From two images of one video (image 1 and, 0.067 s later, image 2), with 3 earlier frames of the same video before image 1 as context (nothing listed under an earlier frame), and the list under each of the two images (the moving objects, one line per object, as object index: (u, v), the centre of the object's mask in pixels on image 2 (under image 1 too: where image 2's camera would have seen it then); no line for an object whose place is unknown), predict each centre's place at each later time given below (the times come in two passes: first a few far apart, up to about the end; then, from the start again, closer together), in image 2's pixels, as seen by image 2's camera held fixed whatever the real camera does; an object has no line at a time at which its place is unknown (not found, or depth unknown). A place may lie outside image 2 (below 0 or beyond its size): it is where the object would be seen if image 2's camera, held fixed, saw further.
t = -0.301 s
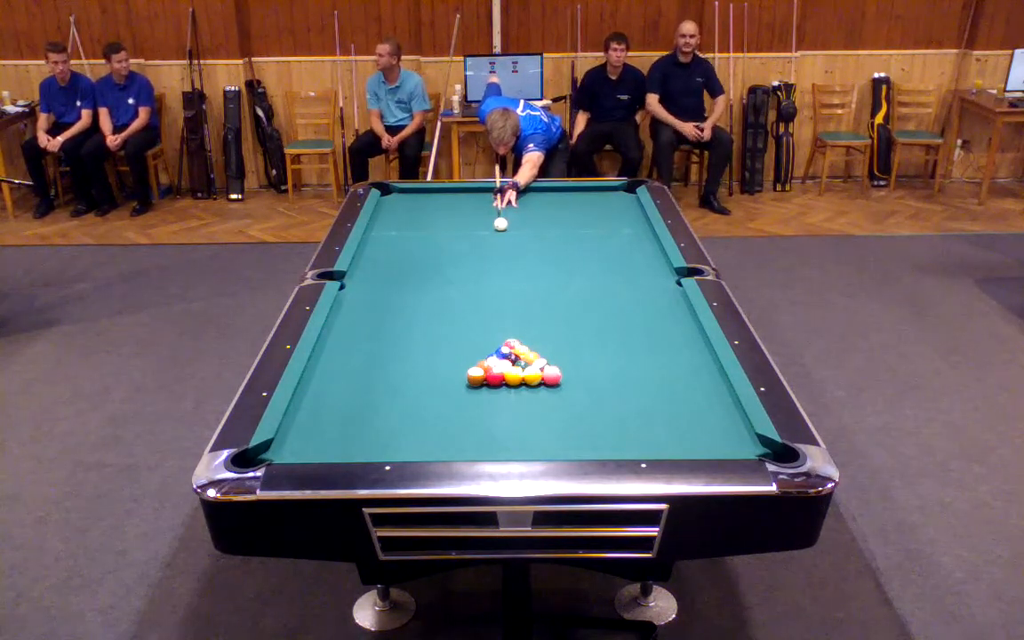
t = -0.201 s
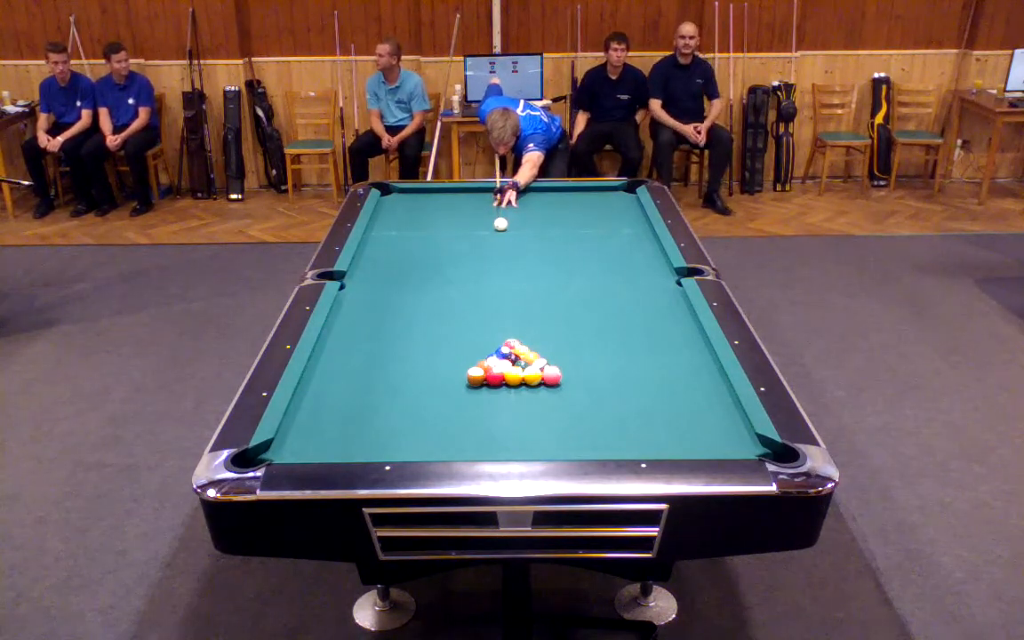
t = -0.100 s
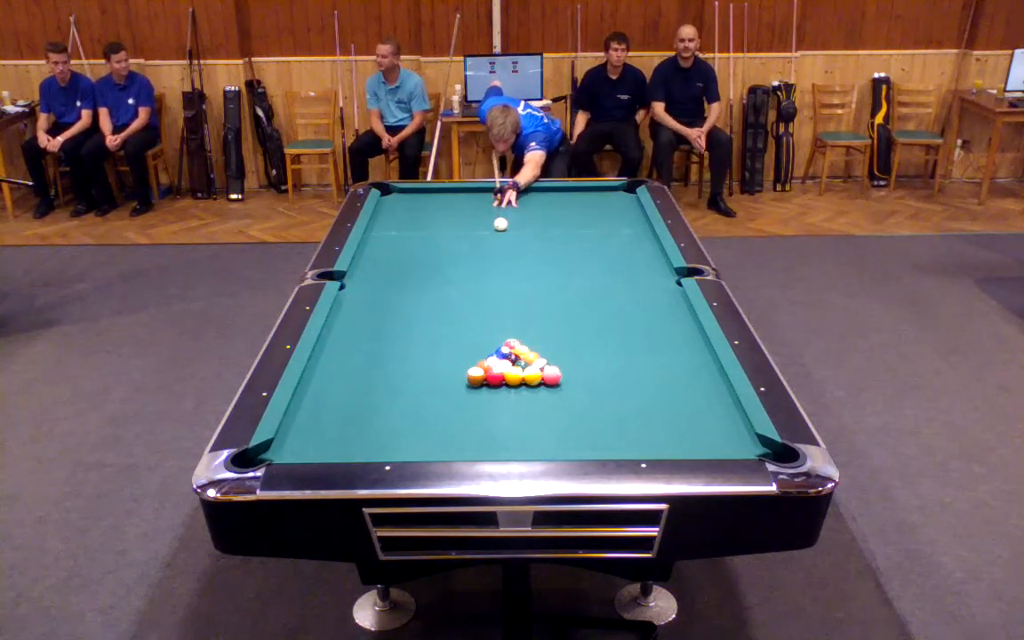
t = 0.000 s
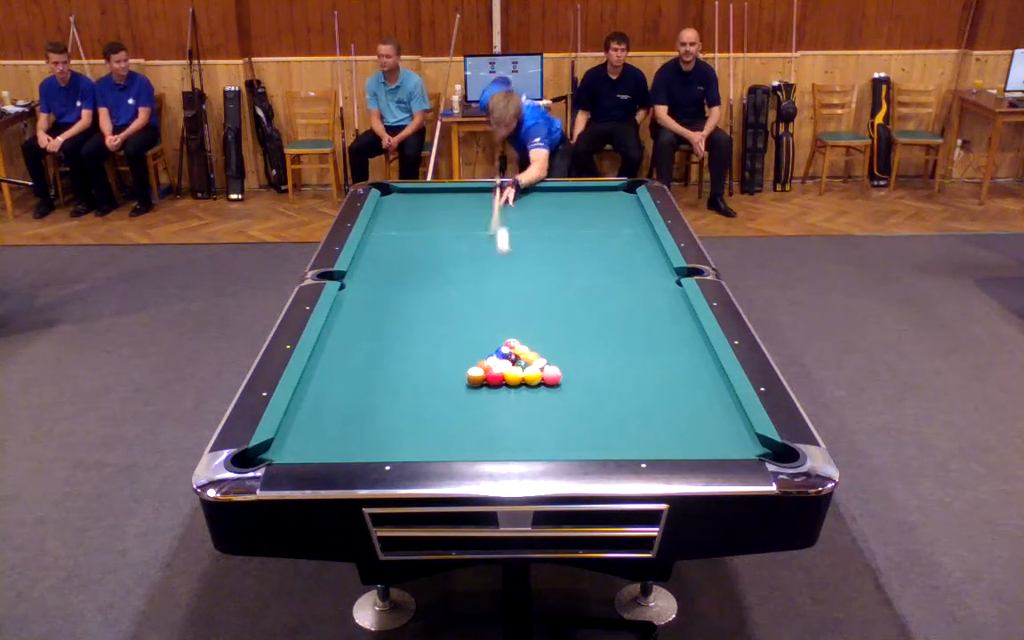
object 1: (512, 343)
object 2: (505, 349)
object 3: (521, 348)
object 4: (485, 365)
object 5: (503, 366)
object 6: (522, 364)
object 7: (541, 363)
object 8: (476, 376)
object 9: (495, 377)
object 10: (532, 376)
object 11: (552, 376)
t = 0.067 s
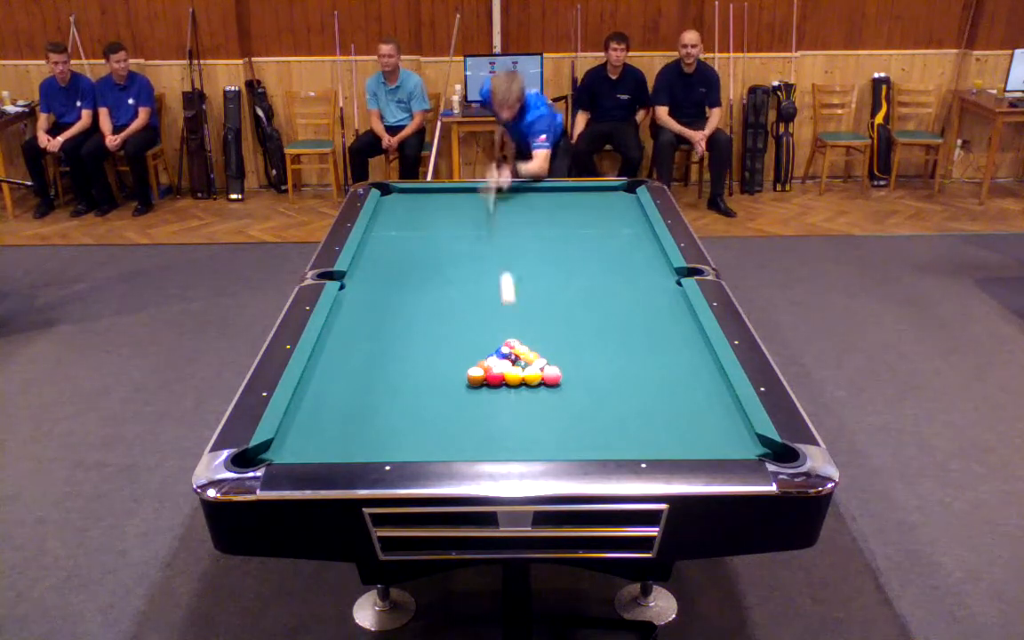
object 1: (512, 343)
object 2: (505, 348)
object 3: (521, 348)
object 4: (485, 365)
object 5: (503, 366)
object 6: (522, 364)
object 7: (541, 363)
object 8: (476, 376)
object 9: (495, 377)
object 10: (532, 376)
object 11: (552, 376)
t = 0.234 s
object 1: (507, 340)
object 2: (484, 346)
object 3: (536, 345)
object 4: (458, 371)
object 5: (499, 371)
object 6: (524, 369)
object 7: (552, 374)
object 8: (389, 439)
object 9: (493, 407)
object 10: (561, 397)
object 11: (638, 435)
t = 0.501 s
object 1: (498, 327)
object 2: (447, 332)
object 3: (566, 333)
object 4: (406, 374)
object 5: (491, 375)
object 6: (525, 369)
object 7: (575, 385)
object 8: (320, 378)
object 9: (489, 435)
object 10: (621, 440)
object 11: (692, 379)
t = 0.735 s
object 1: (490, 316)
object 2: (418, 318)
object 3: (589, 323)
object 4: (361, 376)
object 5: (485, 378)
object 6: (525, 369)
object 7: (594, 395)
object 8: (353, 332)
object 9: (488, 405)
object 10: (647, 428)
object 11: (684, 334)
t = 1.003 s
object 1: (483, 304)
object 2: (389, 306)
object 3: (613, 311)
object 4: (311, 379)
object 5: (475, 371)
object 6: (525, 368)
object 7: (617, 405)
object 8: (397, 291)
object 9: (492, 386)
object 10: (667, 403)
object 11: (641, 294)
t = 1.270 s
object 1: (477, 294)
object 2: (363, 295)
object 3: (635, 302)
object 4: (335, 377)
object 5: (461, 356)
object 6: (524, 368)
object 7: (638, 415)
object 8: (431, 258)
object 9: (501, 380)
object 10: (684, 382)
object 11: (607, 263)
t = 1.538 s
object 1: (471, 286)
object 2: (352, 285)
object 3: (654, 293)
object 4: (358, 375)
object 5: (448, 344)
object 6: (516, 363)
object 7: (658, 424)
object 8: (461, 230)
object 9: (509, 374)
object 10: (692, 376)
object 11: (578, 237)
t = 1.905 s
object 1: (463, 275)
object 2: (373, 276)
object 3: (670, 283)
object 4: (388, 372)
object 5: (434, 328)
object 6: (503, 359)
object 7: (684, 434)
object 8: (492, 200)
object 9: (515, 370)
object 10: (689, 388)
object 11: (545, 207)
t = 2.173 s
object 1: (459, 268)
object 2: (385, 270)
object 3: (660, 278)
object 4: (406, 370)
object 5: (425, 319)
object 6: (498, 358)
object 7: (703, 441)
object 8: (518, 194)
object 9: (517, 369)
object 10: (687, 397)
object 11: (527, 189)
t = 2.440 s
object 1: (456, 262)
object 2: (396, 265)
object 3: (650, 275)
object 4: (424, 369)
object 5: (417, 310)
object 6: (492, 354)
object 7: (717, 443)
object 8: (552, 203)
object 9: (517, 368)
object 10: (685, 404)
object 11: (497, 199)
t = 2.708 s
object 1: (453, 257)
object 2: (406, 261)
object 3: (642, 272)
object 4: (438, 367)
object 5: (410, 302)
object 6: (488, 353)
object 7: (722, 443)
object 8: (588, 214)
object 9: (517, 368)
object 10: (683, 410)
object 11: (467, 209)
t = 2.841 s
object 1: (452, 254)
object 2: (411, 258)
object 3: (639, 270)
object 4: (446, 367)
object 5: (407, 299)
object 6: (486, 352)
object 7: (725, 441)
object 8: (606, 220)
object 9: (517, 368)
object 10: (682, 413)
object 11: (452, 214)
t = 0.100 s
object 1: (512, 343)
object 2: (505, 348)
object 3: (520, 348)
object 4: (486, 365)
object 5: (503, 366)
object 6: (522, 364)
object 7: (541, 363)
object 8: (476, 376)
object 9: (495, 377)
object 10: (532, 376)
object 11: (552, 376)
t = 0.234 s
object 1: (507, 340)
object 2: (484, 346)
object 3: (536, 345)
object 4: (458, 371)
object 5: (499, 371)
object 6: (524, 369)
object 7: (552, 374)
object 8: (389, 439)
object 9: (493, 407)
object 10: (561, 397)
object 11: (638, 435)
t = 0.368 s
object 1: (502, 334)
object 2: (465, 339)
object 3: (551, 339)
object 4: (432, 372)
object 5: (495, 373)
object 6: (525, 369)
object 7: (563, 380)
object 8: (344, 412)
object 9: (490, 439)
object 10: (589, 418)
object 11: (677, 412)
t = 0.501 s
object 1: (498, 327)
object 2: (447, 332)
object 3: (566, 333)
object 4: (406, 374)
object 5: (491, 375)
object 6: (525, 369)
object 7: (575, 385)
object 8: (320, 378)
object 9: (489, 435)
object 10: (621, 440)
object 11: (692, 379)
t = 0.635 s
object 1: (493, 320)
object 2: (430, 324)
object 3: (579, 327)
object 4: (380, 375)
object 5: (487, 377)
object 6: (525, 369)
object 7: (585, 390)
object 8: (334, 350)
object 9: (488, 417)
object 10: (638, 437)
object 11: (704, 350)
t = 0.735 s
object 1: (490, 316)
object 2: (418, 318)
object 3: (589, 323)
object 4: (361, 376)
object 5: (485, 378)
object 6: (525, 369)
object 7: (594, 395)
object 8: (353, 332)
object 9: (488, 405)
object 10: (647, 428)
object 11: (684, 334)
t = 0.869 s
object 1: (487, 310)
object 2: (403, 312)
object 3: (601, 317)
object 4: (336, 378)
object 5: (482, 377)
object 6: (525, 369)
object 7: (606, 400)
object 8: (375, 310)
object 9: (487, 391)
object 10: (657, 415)
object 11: (662, 313)
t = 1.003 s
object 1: (483, 304)
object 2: (389, 306)
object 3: (613, 311)
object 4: (311, 379)
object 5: (475, 371)
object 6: (525, 368)
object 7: (617, 405)
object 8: (397, 291)
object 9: (492, 386)
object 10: (667, 403)
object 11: (641, 294)
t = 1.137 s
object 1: (479, 299)
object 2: (375, 301)
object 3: (624, 306)
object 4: (321, 378)
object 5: (467, 363)
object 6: (525, 369)
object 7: (627, 411)
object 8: (415, 274)
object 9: (496, 383)
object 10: (676, 393)
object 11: (623, 278)
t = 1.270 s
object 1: (477, 294)
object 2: (363, 295)
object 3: (635, 302)
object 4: (335, 377)
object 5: (461, 356)
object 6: (524, 368)
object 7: (638, 415)
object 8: (431, 258)
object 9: (501, 380)
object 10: (684, 382)
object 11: (607, 263)
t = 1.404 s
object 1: (473, 290)
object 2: (350, 288)
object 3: (645, 297)
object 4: (346, 376)
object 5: (455, 350)
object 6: (520, 367)
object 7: (649, 420)
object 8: (446, 243)
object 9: (505, 376)
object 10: (692, 373)
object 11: (591, 249)
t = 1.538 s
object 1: (471, 286)
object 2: (352, 285)
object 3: (654, 293)
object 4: (358, 375)
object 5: (448, 344)
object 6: (516, 363)
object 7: (658, 424)
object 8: (461, 230)
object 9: (509, 374)
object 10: (692, 376)
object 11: (578, 237)
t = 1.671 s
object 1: (468, 281)
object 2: (361, 282)
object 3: (663, 289)
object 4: (369, 374)
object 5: (443, 338)
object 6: (511, 359)
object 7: (669, 428)
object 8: (473, 218)
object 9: (511, 373)
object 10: (691, 380)
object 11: (565, 225)
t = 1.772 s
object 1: (466, 279)
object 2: (365, 279)
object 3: (670, 286)
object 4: (377, 373)
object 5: (439, 334)
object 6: (507, 359)
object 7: (676, 432)
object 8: (481, 210)
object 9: (512, 372)
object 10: (690, 384)
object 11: (556, 217)
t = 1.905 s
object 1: (463, 275)
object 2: (373, 276)
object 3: (670, 283)
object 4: (388, 372)
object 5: (434, 328)
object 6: (503, 359)
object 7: (684, 434)
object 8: (492, 200)
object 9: (515, 370)
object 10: (689, 388)
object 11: (545, 207)
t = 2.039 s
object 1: (462, 271)
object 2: (379, 273)
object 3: (665, 280)
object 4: (397, 371)
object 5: (429, 323)
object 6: (501, 358)
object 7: (694, 438)
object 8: (502, 190)
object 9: (516, 369)
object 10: (688, 392)
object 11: (535, 198)
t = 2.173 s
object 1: (459, 268)
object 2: (385, 270)
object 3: (660, 278)
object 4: (406, 370)
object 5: (425, 319)
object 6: (498, 358)
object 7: (703, 441)
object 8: (518, 194)
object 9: (517, 369)
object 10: (687, 397)
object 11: (527, 189)
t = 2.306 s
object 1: (457, 265)
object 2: (391, 268)
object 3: (655, 276)
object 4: (415, 369)
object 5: (421, 314)
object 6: (496, 356)
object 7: (712, 443)
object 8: (535, 199)
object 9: (517, 368)
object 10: (686, 400)
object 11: (512, 194)
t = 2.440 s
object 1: (456, 262)
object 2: (396, 265)
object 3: (650, 275)
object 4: (424, 369)
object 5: (417, 310)
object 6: (492, 354)
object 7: (717, 443)
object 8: (552, 203)
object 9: (517, 368)
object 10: (685, 404)
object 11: (497, 199)
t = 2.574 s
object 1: (454, 260)
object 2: (402, 262)
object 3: (646, 273)
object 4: (431, 368)
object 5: (413, 306)
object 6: (490, 353)
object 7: (720, 444)
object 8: (571, 209)
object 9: (517, 368)
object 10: (684, 407)
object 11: (482, 204)
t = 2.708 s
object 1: (453, 257)
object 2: (406, 261)
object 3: (642, 272)
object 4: (438, 367)
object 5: (410, 302)
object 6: (488, 353)
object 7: (722, 443)
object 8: (588, 214)
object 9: (517, 368)
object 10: (683, 410)
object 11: (467, 209)
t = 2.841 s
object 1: (452, 254)
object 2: (411, 258)
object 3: (639, 270)
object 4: (446, 367)
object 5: (407, 299)
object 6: (486, 352)
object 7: (725, 441)
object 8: (606, 220)
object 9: (517, 368)
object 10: (682, 413)
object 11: (452, 214)
